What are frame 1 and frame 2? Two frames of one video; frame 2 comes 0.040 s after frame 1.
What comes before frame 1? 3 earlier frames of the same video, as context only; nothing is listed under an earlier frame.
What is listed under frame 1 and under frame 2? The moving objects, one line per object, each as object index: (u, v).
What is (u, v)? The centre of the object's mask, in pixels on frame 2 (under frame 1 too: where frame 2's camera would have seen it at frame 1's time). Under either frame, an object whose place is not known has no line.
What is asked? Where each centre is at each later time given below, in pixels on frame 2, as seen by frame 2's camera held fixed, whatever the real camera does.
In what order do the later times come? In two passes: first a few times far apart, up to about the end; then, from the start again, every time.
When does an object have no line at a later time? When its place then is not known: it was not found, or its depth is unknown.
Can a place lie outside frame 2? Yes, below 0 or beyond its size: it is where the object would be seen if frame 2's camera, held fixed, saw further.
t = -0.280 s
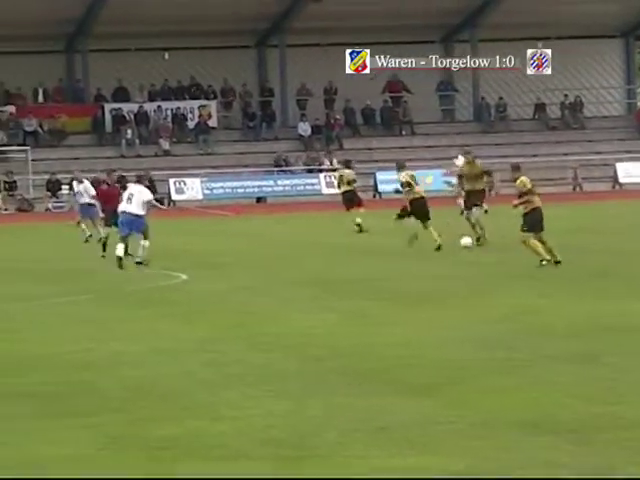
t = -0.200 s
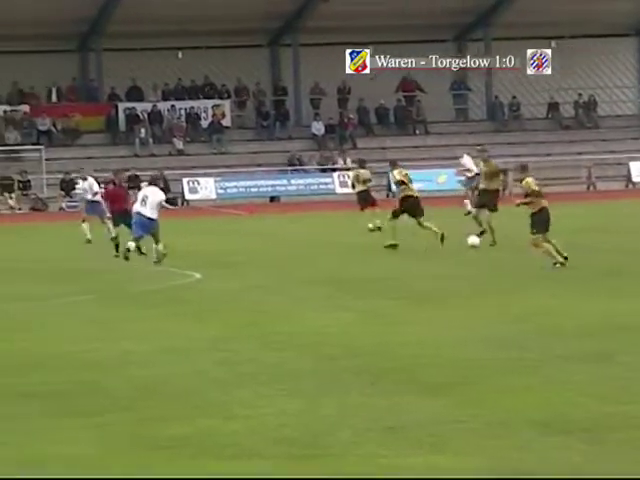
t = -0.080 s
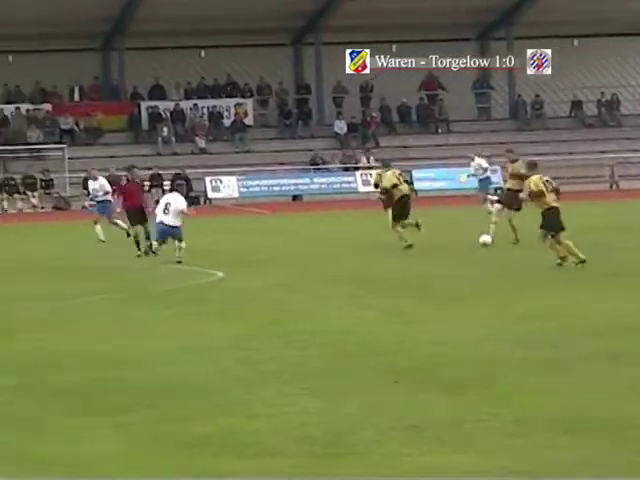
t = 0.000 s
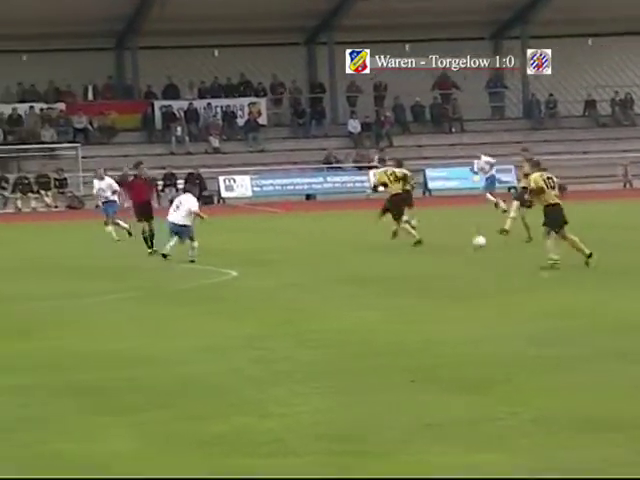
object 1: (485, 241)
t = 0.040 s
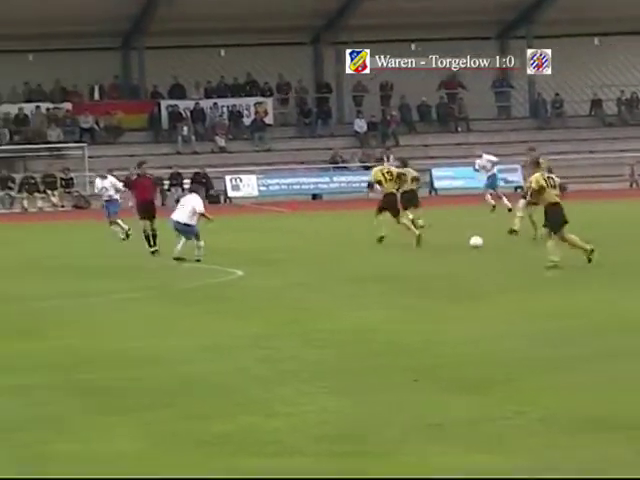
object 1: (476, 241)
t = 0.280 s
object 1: (426, 248)
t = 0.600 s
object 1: (366, 257)
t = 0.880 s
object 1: (321, 262)
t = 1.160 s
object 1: (273, 267)
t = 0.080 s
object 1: (466, 242)
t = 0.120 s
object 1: (458, 244)
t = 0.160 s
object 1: (450, 244)
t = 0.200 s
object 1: (442, 246)
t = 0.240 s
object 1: (434, 246)
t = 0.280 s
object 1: (426, 248)
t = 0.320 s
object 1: (418, 249)
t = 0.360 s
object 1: (410, 250)
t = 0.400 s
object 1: (403, 250)
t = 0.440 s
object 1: (397, 252)
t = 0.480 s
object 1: (388, 254)
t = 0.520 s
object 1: (381, 255)
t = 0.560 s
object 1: (375, 255)
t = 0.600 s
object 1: (366, 257)
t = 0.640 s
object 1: (360, 258)
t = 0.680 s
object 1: (354, 258)
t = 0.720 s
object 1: (347, 259)
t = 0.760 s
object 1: (340, 260)
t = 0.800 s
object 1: (333, 260)
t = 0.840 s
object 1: (327, 261)
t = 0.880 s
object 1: (321, 262)
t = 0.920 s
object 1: (314, 262)
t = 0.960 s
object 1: (307, 263)
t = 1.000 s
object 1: (301, 264)
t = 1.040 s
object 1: (294, 265)
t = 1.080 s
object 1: (287, 265)
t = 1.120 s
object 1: (280, 266)
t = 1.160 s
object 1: (273, 267)
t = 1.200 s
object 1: (267, 268)
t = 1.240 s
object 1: (260, 269)
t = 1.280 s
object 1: (253, 270)
